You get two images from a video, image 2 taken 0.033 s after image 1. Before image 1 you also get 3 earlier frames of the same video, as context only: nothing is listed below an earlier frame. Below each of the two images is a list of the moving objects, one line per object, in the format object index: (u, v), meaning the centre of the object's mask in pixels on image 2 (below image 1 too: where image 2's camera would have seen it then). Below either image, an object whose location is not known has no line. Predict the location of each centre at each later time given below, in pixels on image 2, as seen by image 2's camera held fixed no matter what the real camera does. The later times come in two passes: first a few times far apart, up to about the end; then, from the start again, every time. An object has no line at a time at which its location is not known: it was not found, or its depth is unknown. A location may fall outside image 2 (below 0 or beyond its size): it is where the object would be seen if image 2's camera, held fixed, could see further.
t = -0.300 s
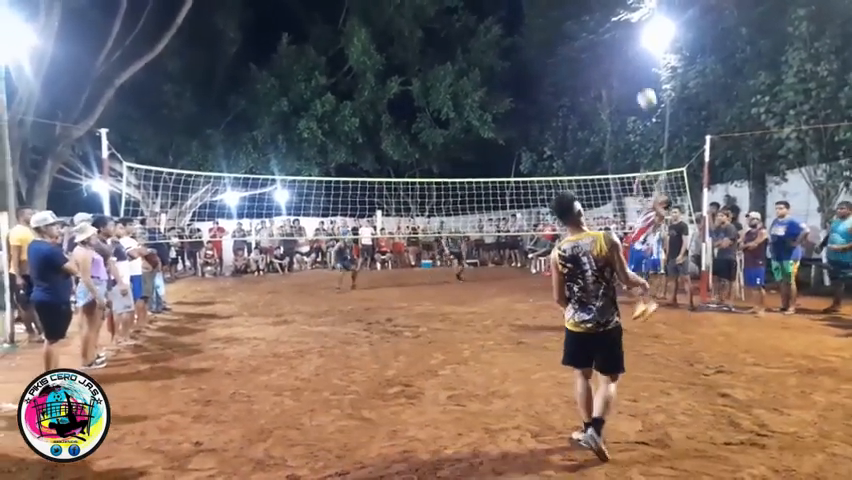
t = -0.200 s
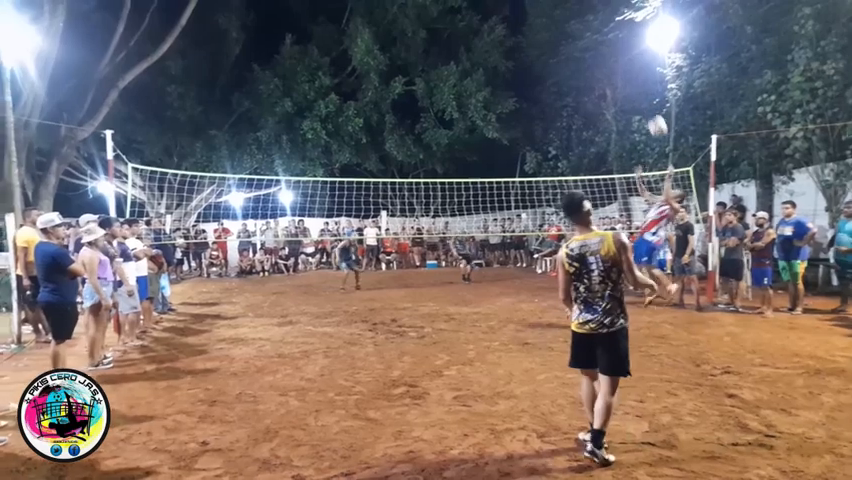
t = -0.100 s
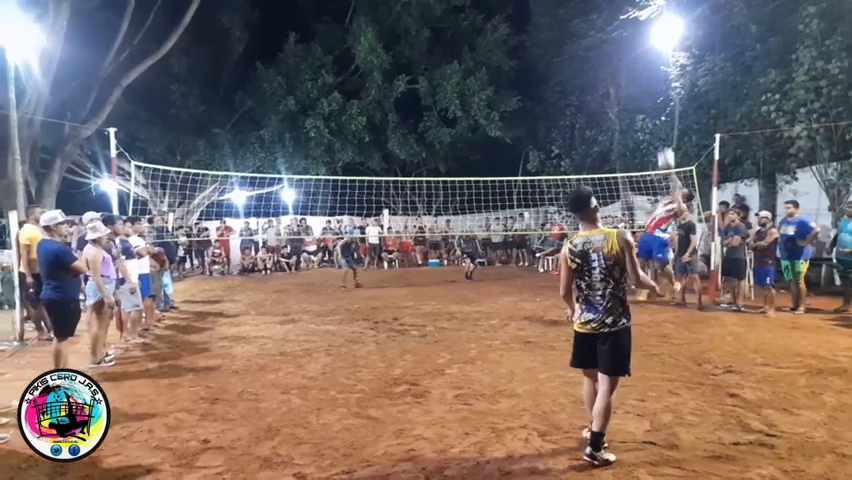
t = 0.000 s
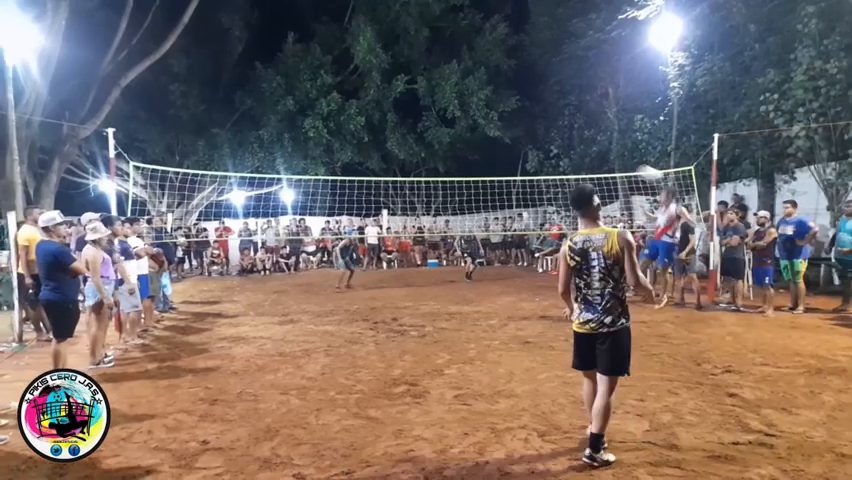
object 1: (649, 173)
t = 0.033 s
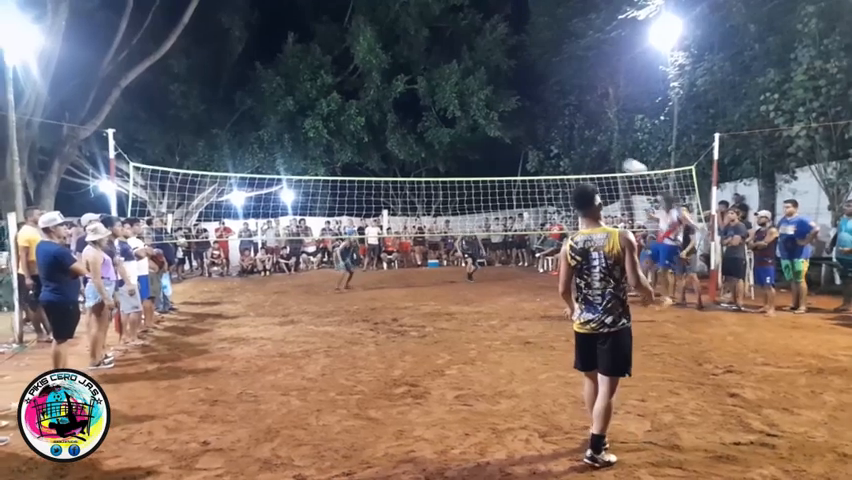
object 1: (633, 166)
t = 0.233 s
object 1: (549, 147)
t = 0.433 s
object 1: (476, 151)
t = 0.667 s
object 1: (404, 182)
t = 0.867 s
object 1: (352, 224)
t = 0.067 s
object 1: (619, 162)
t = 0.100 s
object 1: (604, 157)
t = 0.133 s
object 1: (590, 153)
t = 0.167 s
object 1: (576, 150)
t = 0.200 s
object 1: (562, 148)
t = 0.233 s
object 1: (549, 147)
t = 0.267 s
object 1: (536, 145)
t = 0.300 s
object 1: (523, 146)
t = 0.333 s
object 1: (511, 146)
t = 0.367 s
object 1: (500, 147)
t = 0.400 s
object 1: (487, 149)
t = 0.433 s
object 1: (476, 151)
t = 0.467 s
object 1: (465, 154)
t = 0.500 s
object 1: (454, 157)
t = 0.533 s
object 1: (444, 161)
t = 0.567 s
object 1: (434, 165)
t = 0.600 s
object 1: (424, 170)
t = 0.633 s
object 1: (414, 174)
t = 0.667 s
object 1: (404, 182)
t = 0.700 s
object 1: (395, 188)
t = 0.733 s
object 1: (387, 194)
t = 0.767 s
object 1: (378, 201)
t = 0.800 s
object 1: (369, 209)
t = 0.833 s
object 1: (361, 217)
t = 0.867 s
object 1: (352, 224)
